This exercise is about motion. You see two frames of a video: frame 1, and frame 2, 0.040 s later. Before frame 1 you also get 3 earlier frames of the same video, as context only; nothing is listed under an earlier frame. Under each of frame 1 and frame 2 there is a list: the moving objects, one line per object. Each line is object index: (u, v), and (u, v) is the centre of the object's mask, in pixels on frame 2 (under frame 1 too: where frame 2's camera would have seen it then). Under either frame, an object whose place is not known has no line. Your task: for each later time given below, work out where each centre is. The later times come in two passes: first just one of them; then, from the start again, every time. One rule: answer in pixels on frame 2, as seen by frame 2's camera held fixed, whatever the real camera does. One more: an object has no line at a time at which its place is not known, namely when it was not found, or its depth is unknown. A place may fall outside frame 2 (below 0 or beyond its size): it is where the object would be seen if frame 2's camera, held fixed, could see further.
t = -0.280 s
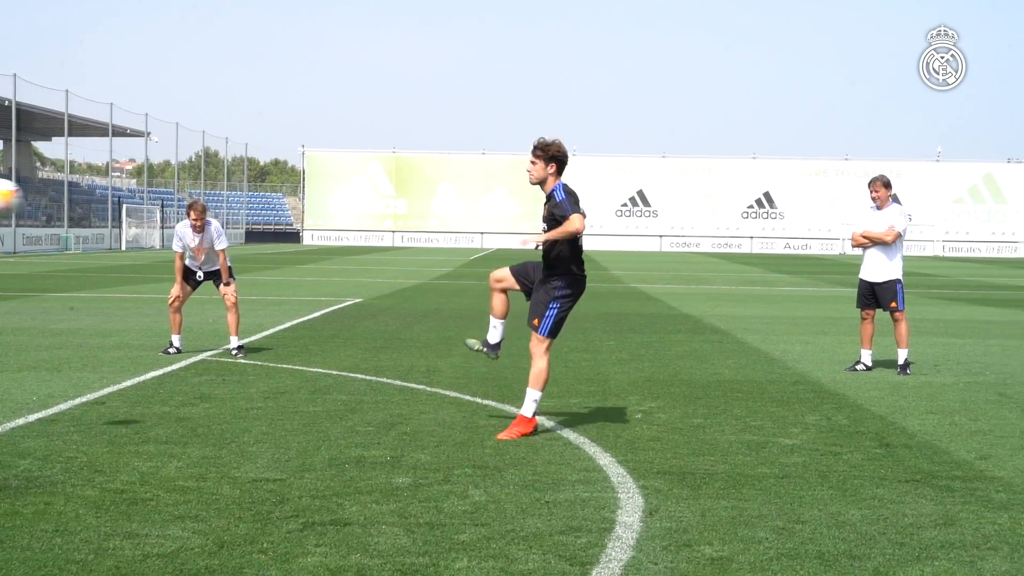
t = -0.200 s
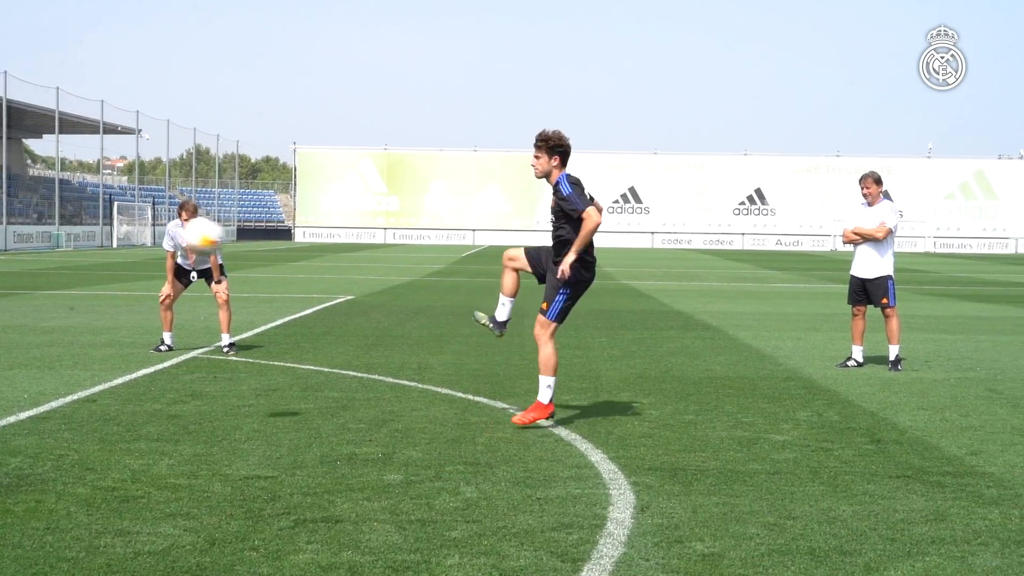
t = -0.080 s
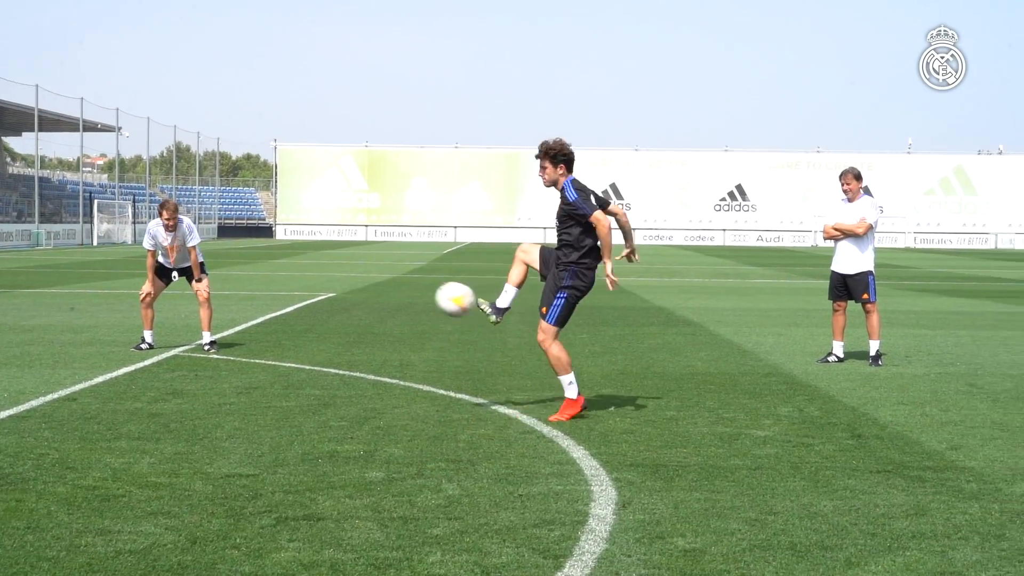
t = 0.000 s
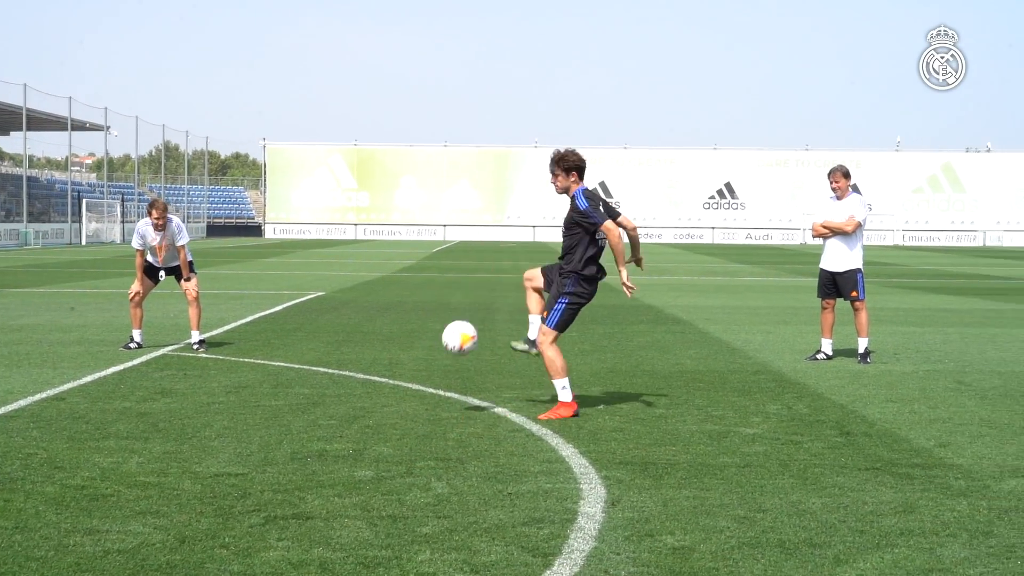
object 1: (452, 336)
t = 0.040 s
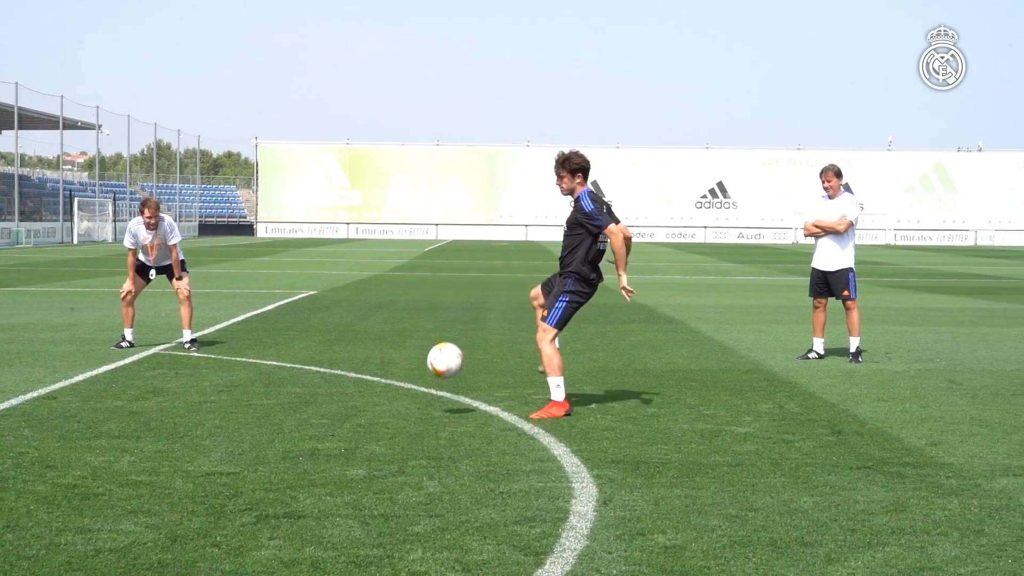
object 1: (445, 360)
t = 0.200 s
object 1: (424, 374)
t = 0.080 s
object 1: (438, 386)
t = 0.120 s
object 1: (432, 403)
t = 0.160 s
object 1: (427, 387)
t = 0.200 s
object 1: (424, 374)
